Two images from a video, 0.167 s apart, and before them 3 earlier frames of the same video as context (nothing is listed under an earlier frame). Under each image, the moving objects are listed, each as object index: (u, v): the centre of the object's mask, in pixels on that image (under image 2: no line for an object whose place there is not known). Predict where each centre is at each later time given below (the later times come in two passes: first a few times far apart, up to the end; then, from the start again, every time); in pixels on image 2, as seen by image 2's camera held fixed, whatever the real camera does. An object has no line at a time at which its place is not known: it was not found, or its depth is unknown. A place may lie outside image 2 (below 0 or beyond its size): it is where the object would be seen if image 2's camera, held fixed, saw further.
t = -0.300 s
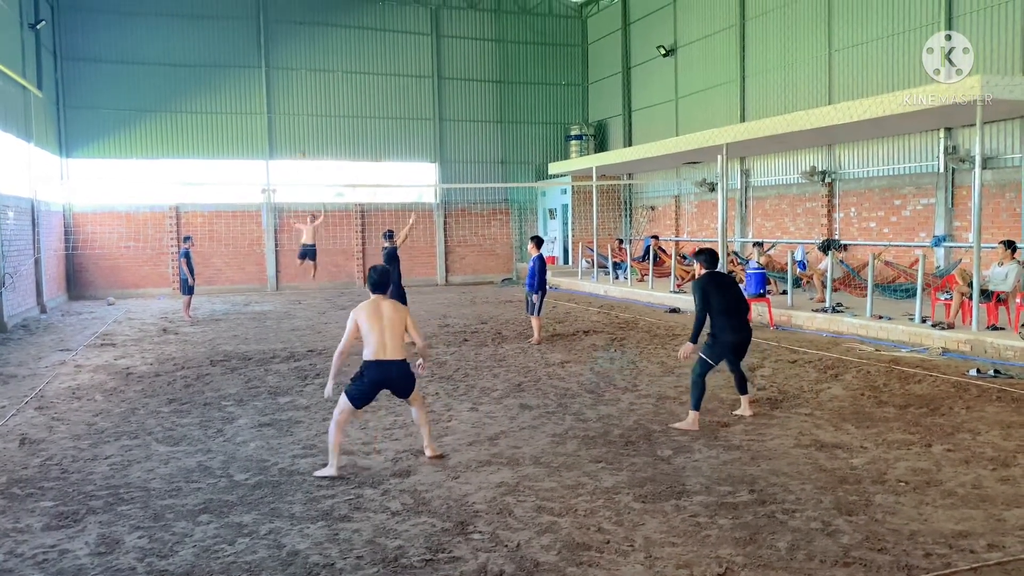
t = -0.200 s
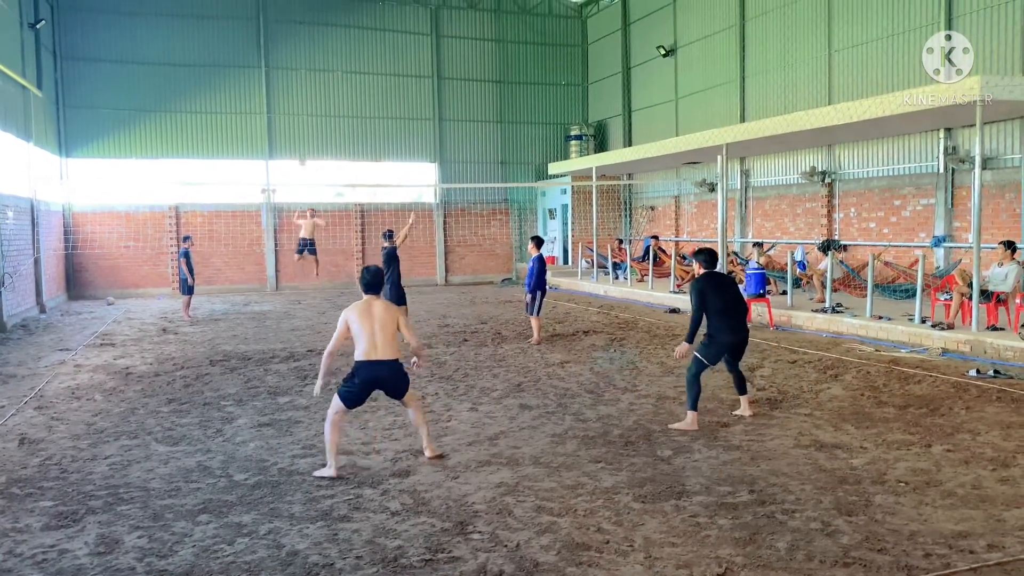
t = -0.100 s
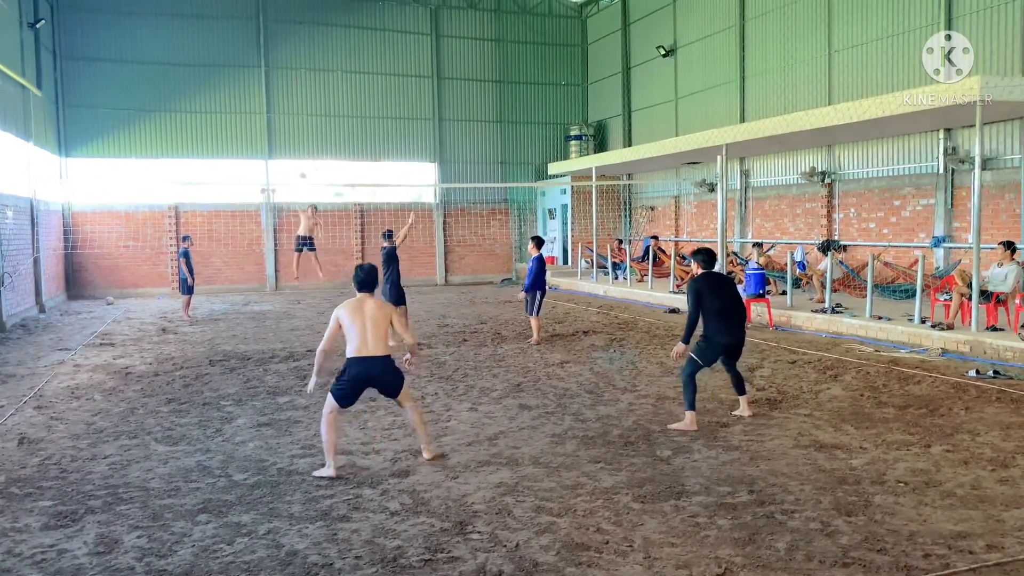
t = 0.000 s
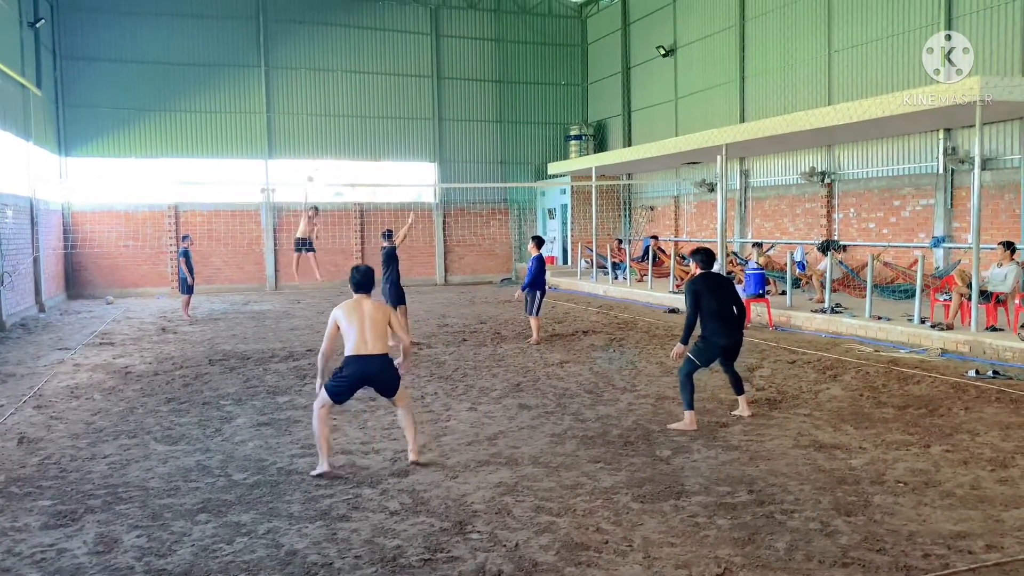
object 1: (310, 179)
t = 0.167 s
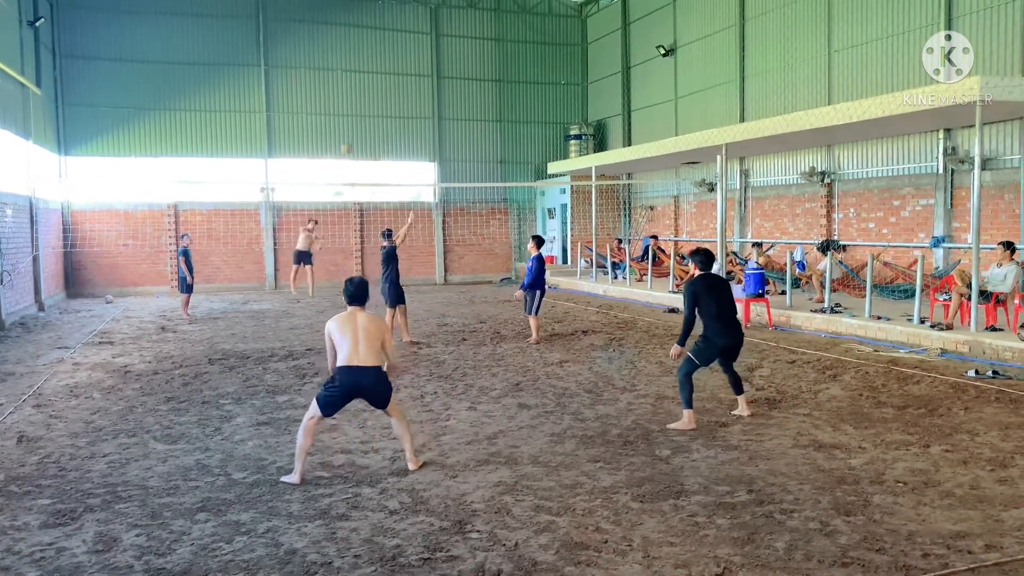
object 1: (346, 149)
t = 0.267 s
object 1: (376, 137)
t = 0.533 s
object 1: (496, 144)
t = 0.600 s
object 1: (542, 158)
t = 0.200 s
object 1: (354, 145)
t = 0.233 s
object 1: (365, 141)
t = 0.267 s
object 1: (376, 137)
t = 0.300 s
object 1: (388, 136)
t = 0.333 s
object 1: (400, 133)
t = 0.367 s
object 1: (413, 133)
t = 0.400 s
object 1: (427, 134)
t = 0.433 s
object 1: (442, 134)
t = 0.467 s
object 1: (460, 136)
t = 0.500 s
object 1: (478, 139)
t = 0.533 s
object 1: (496, 144)
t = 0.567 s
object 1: (519, 150)
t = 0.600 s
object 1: (542, 158)
